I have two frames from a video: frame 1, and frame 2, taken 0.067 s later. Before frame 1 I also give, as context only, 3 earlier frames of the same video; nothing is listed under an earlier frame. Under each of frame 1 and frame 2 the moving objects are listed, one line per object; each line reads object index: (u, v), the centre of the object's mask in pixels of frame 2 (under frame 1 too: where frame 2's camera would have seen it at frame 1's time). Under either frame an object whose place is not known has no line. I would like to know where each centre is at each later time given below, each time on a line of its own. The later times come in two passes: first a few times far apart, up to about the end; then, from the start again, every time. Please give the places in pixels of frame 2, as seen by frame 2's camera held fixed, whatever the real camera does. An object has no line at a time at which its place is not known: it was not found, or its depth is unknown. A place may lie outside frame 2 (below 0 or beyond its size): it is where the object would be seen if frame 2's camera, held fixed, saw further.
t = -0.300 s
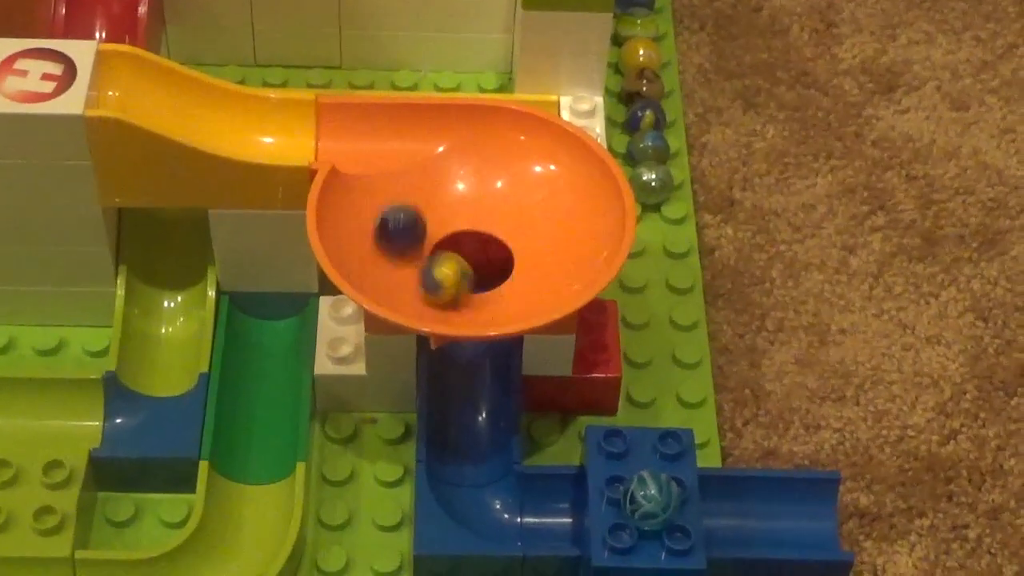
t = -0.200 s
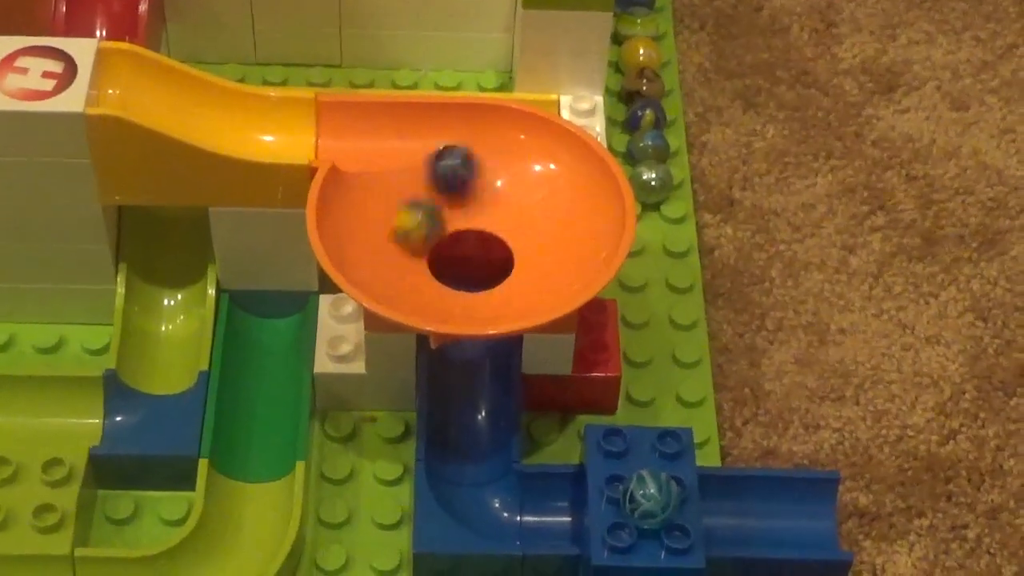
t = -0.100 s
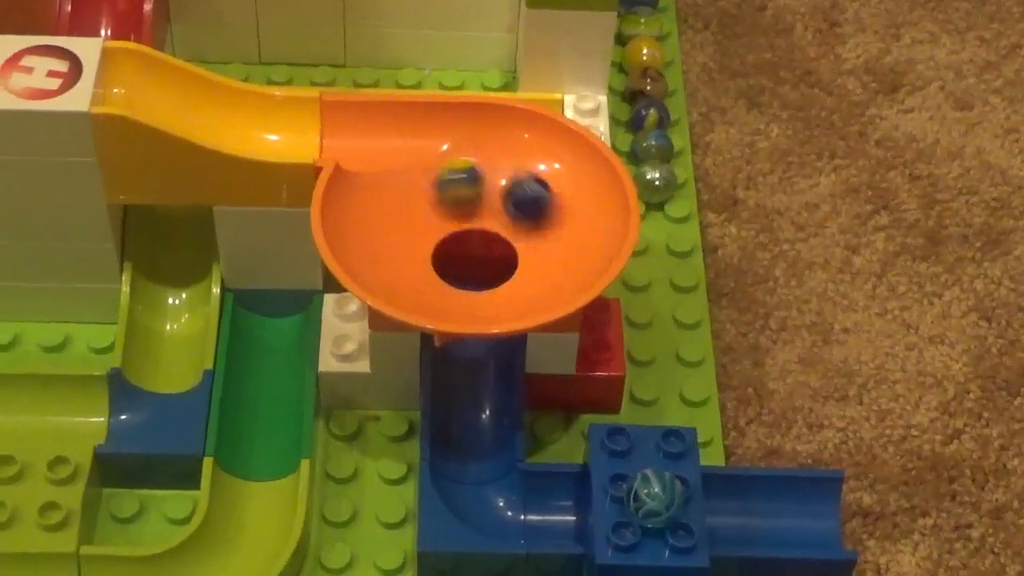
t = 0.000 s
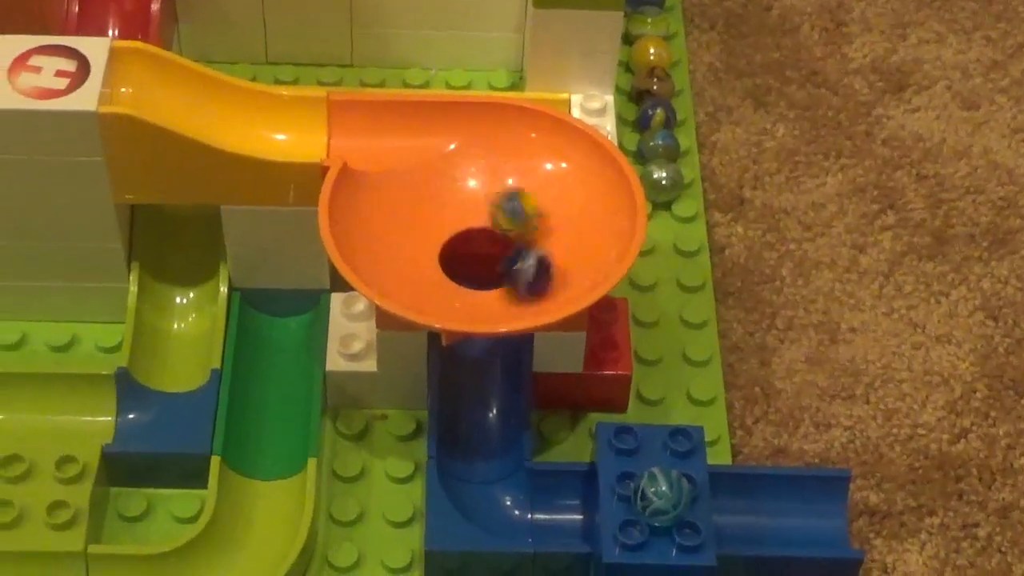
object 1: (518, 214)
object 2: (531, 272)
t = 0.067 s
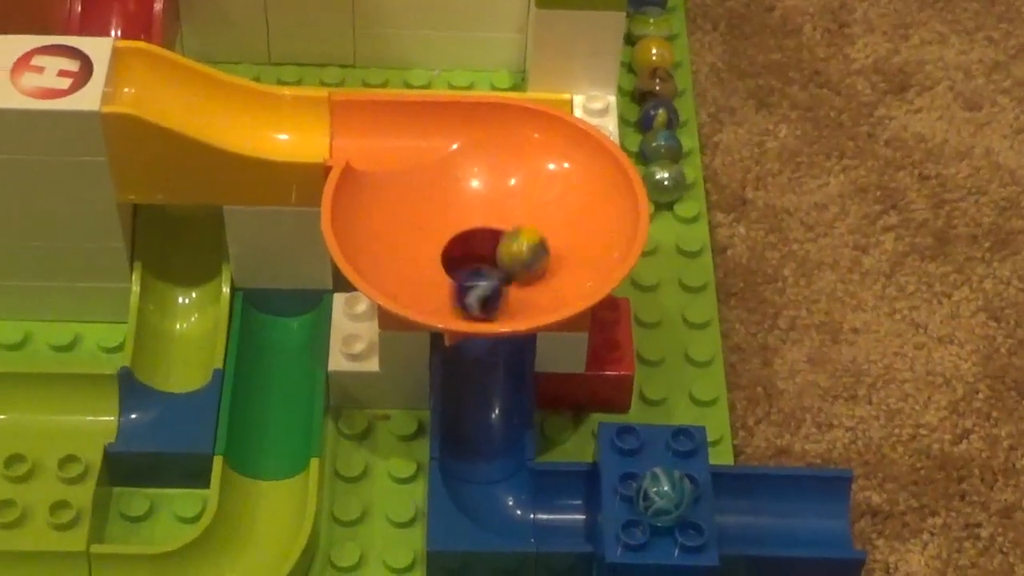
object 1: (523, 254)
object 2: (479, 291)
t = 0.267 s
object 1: (436, 261)
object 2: (446, 194)
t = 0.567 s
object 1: (527, 231)
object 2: (477, 286)
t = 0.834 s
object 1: (427, 248)
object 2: (499, 190)
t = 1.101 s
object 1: (535, 222)
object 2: (455, 280)
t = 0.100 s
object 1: (514, 270)
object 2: (451, 288)
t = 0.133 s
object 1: (498, 280)
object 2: (428, 277)
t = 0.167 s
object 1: (481, 284)
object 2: (415, 259)
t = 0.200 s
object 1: (462, 283)
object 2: (414, 237)
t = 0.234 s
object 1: (446, 275)
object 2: (425, 214)
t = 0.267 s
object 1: (436, 261)
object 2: (446, 194)
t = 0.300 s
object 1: (433, 245)
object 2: (472, 183)
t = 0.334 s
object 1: (436, 224)
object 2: (501, 178)
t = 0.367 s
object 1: (448, 211)
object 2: (526, 185)
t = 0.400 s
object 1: (463, 196)
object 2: (543, 199)
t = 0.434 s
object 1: (480, 190)
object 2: (550, 221)
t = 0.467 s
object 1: (499, 193)
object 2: (547, 245)
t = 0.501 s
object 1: (513, 200)
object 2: (530, 267)
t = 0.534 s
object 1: (523, 212)
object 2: (504, 280)
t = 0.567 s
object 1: (527, 231)
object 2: (477, 286)
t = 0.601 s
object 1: (523, 250)
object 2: (448, 284)
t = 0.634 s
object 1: (510, 266)
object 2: (424, 271)
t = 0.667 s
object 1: (494, 276)
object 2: (412, 256)
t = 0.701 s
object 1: (475, 279)
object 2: (410, 236)
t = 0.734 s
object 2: (420, 217)
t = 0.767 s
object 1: (440, 272)
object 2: (441, 200)
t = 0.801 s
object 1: (430, 261)
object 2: (469, 191)
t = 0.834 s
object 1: (427, 248)
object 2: (499, 190)
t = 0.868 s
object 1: (433, 232)
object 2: (525, 194)
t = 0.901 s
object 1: (445, 218)
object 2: (545, 207)
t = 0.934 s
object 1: (461, 207)
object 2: (554, 226)
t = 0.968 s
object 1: (481, 199)
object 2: (550, 246)
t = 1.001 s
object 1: (499, 199)
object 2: (536, 265)
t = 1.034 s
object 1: (517, 201)
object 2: (511, 277)
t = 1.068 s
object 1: (529, 213)
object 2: (484, 282)
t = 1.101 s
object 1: (535, 222)
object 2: (455, 280)
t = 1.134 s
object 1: (532, 241)
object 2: (430, 269)
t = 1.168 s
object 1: (521, 255)
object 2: (414, 253)
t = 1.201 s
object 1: (502, 265)
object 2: (410, 234)
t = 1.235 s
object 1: (483, 274)
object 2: (419, 216)
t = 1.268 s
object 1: (465, 273)
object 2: (436, 202)
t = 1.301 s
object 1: (445, 269)
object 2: (463, 195)
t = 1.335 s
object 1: (430, 259)
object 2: (491, 193)
